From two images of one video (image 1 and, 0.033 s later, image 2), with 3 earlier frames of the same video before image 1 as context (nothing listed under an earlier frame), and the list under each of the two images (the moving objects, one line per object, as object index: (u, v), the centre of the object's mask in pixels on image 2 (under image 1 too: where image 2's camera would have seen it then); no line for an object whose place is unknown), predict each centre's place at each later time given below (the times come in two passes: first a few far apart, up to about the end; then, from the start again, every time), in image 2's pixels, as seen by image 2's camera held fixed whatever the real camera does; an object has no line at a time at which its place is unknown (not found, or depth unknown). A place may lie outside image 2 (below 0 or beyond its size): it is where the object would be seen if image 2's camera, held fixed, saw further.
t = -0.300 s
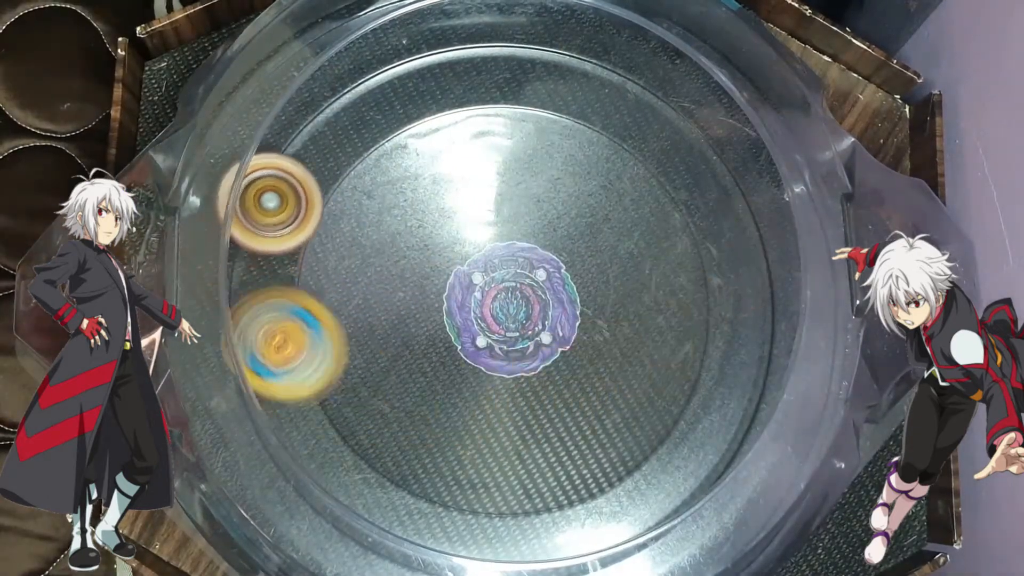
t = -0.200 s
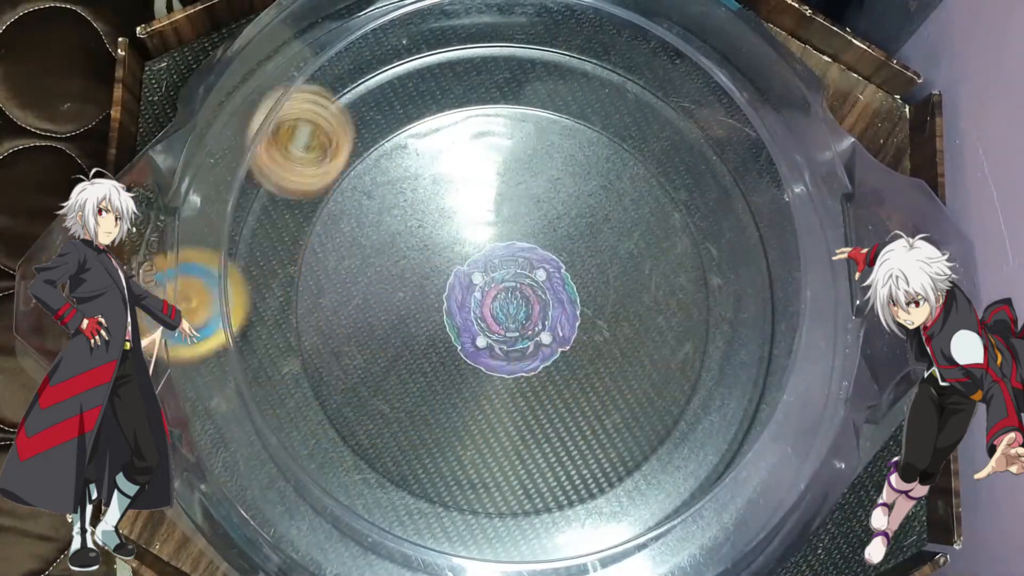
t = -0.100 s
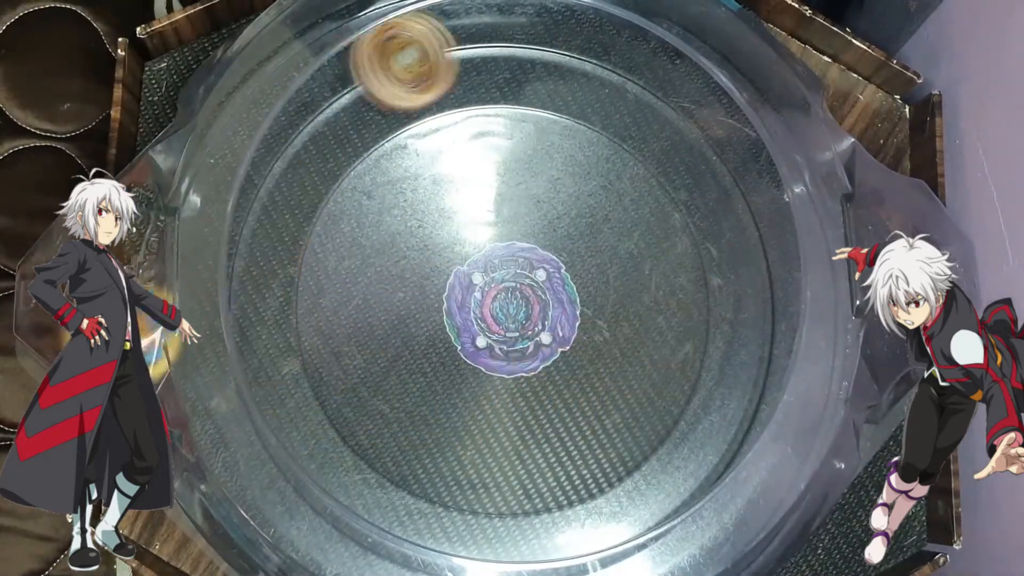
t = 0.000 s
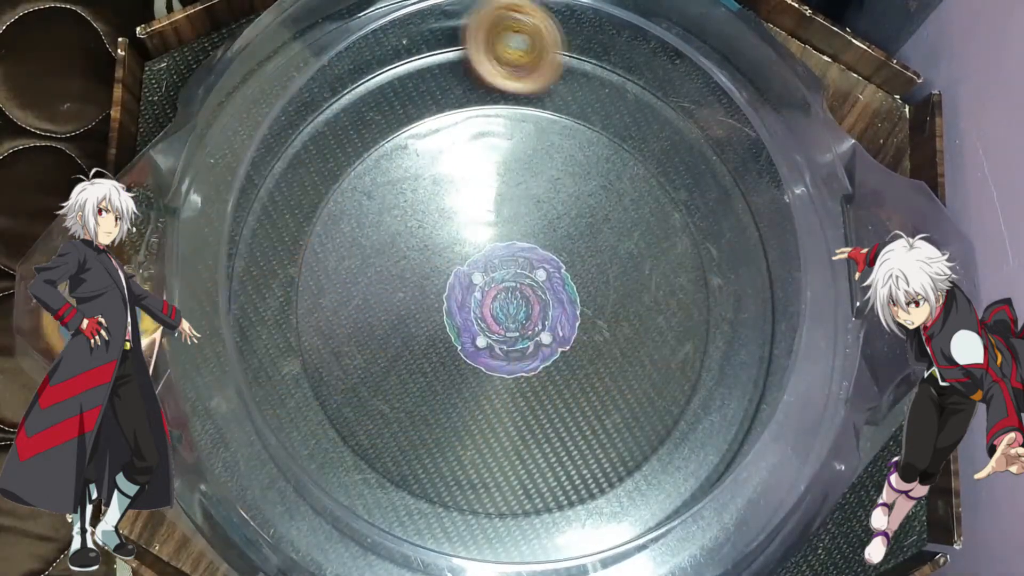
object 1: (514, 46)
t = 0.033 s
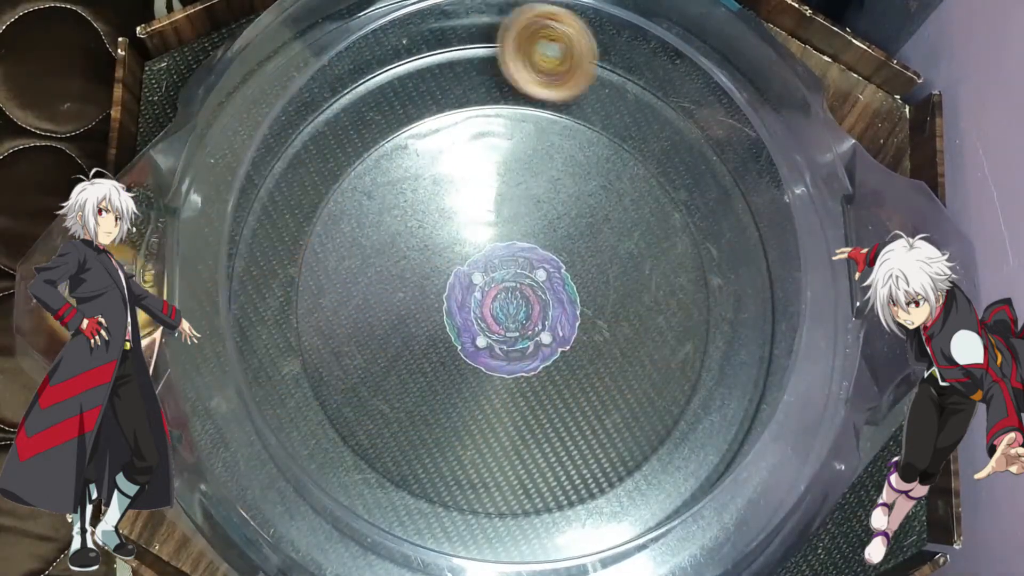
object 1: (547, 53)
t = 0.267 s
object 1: (687, 126)
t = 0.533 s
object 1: (690, 121)
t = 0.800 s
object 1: (621, 74)
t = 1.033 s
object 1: (571, 55)
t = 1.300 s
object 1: (550, 65)
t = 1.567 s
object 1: (566, 98)
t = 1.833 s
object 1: (513, 224)
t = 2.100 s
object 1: (519, 370)
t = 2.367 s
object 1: (572, 310)
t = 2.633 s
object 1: (488, 300)
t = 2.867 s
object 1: (500, 342)
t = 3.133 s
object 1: (539, 318)
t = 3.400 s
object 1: (490, 347)
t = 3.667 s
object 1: (517, 328)
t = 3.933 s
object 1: (460, 334)
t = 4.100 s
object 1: (494, 340)
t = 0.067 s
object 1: (579, 59)
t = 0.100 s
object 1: (607, 63)
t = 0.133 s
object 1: (630, 71)
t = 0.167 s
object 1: (648, 86)
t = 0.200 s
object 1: (663, 102)
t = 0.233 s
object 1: (676, 116)
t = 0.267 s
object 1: (687, 126)
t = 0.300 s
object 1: (697, 132)
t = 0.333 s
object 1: (705, 135)
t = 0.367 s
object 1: (706, 139)
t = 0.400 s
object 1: (705, 140)
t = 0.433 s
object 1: (703, 138)
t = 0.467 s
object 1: (700, 134)
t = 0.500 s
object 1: (696, 128)
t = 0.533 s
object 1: (690, 121)
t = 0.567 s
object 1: (682, 115)
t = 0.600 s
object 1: (674, 108)
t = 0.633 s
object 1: (666, 101)
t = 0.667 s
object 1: (657, 95)
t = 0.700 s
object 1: (648, 88)
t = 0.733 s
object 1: (639, 83)
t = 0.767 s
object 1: (629, 79)
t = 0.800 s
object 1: (621, 74)
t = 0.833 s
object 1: (611, 70)
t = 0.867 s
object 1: (603, 67)
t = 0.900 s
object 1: (595, 64)
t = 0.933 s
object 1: (588, 61)
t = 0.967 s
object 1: (583, 58)
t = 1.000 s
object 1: (577, 56)
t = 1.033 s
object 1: (571, 55)
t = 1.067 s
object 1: (566, 56)
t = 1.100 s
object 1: (561, 57)
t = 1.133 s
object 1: (557, 57)
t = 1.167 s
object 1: (554, 59)
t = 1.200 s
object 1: (552, 59)
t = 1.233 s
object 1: (551, 61)
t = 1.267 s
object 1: (550, 62)
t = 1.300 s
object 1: (550, 65)
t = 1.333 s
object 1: (552, 67)
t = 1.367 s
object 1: (553, 70)
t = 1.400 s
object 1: (555, 74)
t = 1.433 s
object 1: (557, 78)
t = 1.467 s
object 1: (559, 82)
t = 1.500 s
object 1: (561, 86)
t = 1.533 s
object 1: (564, 92)
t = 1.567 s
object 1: (566, 98)
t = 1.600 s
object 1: (569, 104)
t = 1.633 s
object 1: (569, 114)
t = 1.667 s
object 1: (564, 128)
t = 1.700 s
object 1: (556, 145)
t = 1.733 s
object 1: (547, 163)
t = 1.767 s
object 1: (537, 183)
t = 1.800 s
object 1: (525, 203)
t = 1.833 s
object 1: (513, 224)
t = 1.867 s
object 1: (504, 248)
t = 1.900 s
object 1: (497, 271)
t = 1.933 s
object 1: (495, 295)
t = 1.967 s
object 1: (495, 316)
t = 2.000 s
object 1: (499, 337)
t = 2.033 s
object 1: (503, 351)
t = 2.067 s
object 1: (510, 363)
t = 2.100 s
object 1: (519, 370)
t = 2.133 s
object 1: (531, 374)
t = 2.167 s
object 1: (543, 374)
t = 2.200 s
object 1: (555, 370)
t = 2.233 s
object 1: (565, 361)
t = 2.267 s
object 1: (573, 350)
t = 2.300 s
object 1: (576, 337)
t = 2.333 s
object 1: (575, 323)
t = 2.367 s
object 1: (572, 310)
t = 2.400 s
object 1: (567, 297)
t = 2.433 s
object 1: (560, 285)
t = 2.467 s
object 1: (548, 278)
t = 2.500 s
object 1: (536, 276)
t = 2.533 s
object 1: (522, 277)
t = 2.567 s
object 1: (509, 282)
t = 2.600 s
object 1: (497, 291)
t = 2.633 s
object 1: (488, 300)
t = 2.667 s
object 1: (479, 308)
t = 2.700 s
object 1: (474, 316)
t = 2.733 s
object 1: (473, 322)
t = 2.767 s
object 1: (476, 330)
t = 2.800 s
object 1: (481, 335)
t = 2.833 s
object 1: (490, 339)
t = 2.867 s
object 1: (500, 342)
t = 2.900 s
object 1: (511, 342)
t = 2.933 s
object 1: (519, 341)
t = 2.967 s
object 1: (528, 341)
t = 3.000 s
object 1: (536, 338)
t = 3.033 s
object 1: (542, 333)
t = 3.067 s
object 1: (544, 327)
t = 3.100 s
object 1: (542, 322)
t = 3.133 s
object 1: (539, 318)
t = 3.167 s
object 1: (533, 316)
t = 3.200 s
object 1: (524, 317)
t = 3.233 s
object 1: (514, 319)
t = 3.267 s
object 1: (505, 324)
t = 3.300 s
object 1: (497, 328)
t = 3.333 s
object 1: (492, 335)
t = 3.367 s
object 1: (489, 342)
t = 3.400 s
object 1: (490, 347)
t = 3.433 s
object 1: (494, 352)
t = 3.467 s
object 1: (500, 354)
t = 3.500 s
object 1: (507, 353)
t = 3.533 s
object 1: (513, 350)
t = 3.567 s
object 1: (518, 344)
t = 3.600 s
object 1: (521, 338)
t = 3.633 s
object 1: (520, 332)
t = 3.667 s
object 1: (517, 328)
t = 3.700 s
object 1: (510, 323)
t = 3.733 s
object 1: (501, 318)
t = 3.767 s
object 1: (490, 316)
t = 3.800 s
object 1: (480, 316)
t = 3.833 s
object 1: (471, 318)
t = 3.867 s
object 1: (464, 321)
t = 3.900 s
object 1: (461, 327)
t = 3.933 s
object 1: (460, 334)
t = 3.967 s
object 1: (463, 339)
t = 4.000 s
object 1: (470, 343)
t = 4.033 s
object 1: (479, 344)
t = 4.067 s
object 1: (487, 343)
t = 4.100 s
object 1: (494, 340)
